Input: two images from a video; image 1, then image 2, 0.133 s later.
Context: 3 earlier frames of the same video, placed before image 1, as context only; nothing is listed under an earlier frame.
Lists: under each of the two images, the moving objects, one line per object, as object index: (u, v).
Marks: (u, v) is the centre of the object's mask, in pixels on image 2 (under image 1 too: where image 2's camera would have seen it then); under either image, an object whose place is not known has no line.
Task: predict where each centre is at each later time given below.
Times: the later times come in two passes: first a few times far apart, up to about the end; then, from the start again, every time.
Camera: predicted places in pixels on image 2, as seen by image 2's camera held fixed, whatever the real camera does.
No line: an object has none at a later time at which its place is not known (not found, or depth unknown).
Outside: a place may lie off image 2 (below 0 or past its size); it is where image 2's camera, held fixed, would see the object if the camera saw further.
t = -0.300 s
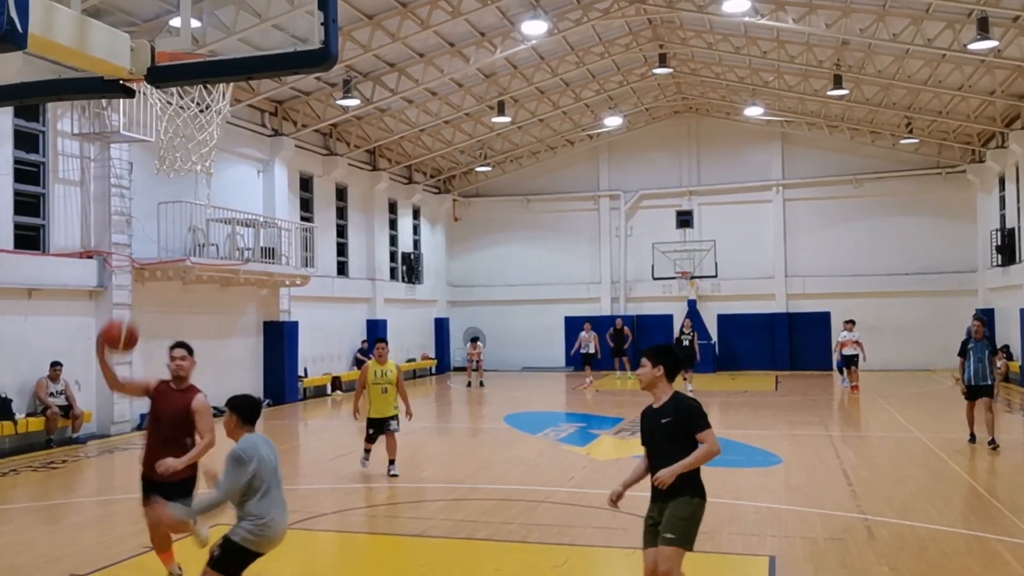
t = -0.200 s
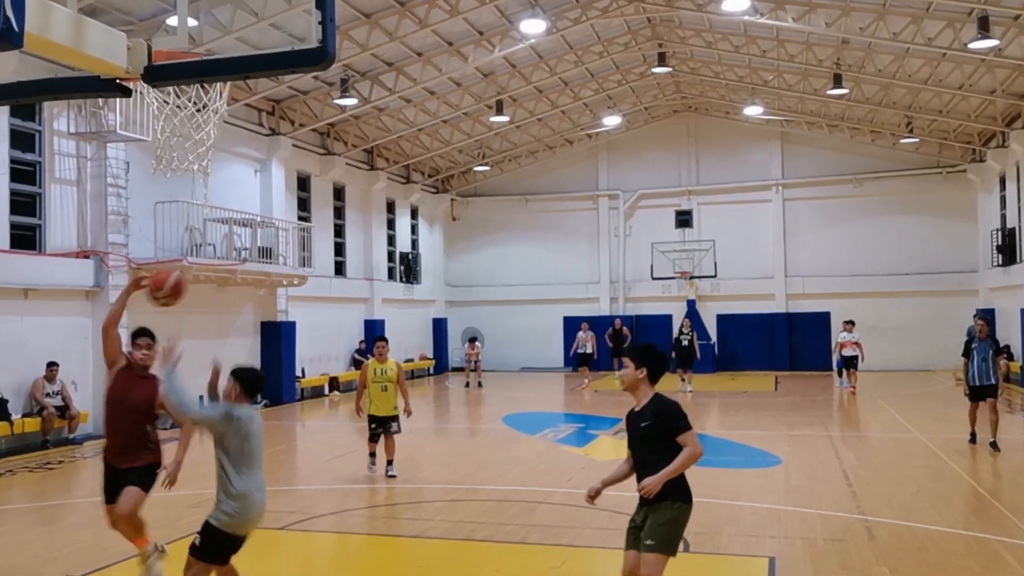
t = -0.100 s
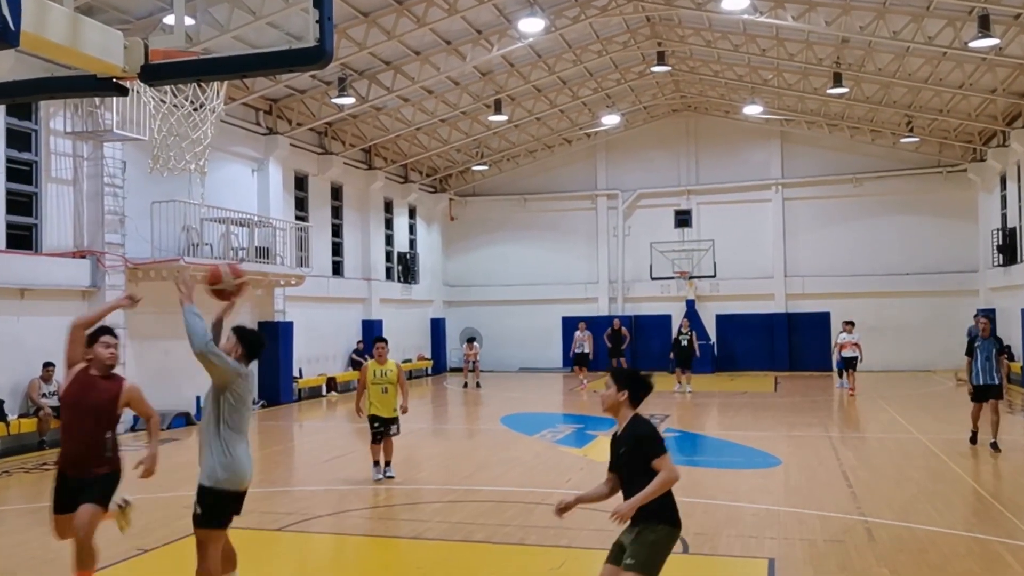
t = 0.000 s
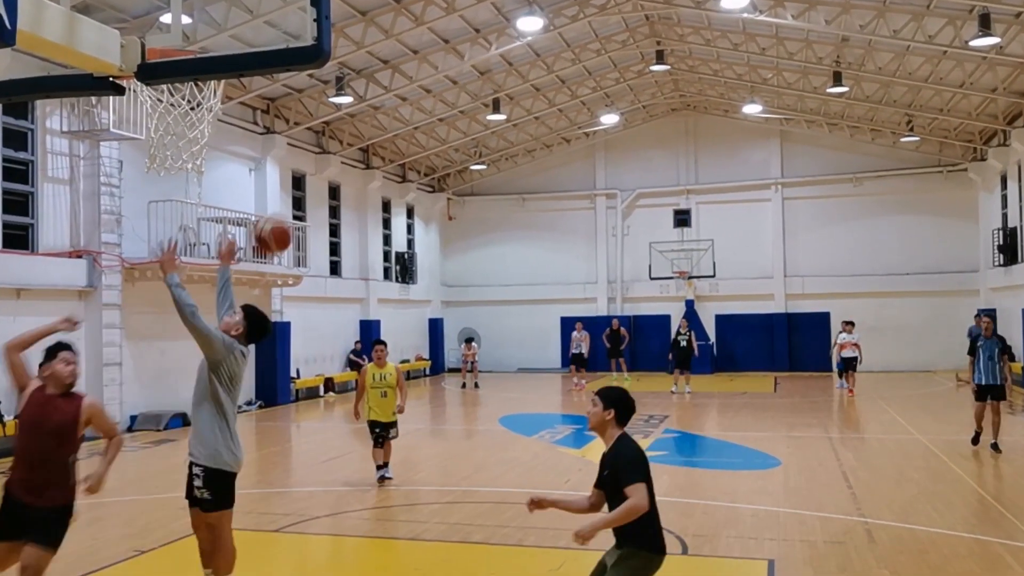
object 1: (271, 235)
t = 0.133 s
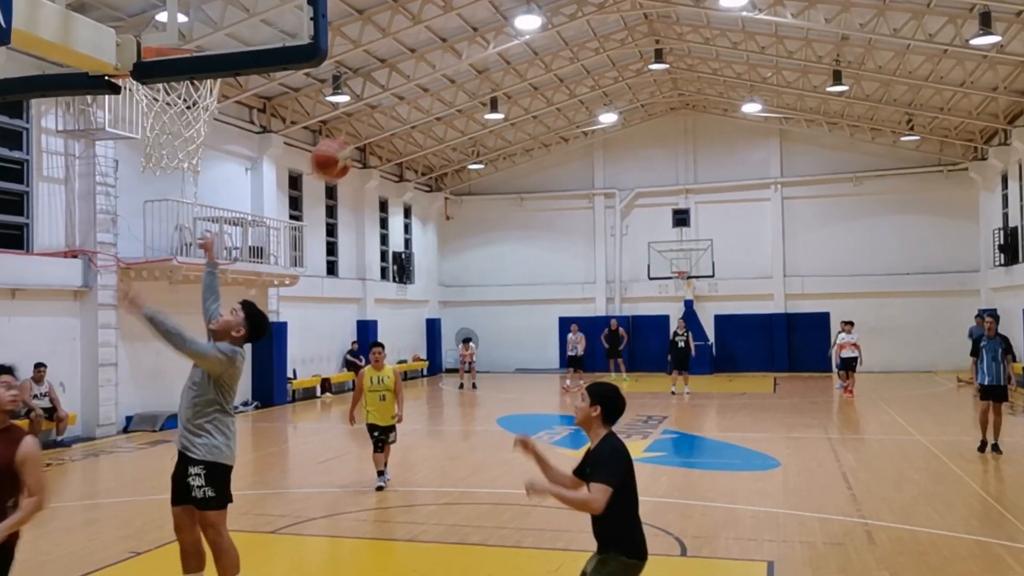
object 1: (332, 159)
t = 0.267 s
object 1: (396, 115)
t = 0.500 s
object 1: (509, 111)
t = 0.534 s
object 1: (525, 118)
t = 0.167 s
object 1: (348, 144)
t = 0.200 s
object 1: (363, 132)
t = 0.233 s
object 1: (380, 123)
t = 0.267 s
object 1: (396, 115)
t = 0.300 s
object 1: (412, 109)
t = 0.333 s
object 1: (426, 104)
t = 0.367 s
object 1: (444, 102)
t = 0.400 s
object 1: (459, 101)
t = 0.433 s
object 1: (475, 102)
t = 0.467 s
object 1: (492, 106)
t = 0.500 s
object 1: (509, 111)
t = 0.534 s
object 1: (525, 118)
